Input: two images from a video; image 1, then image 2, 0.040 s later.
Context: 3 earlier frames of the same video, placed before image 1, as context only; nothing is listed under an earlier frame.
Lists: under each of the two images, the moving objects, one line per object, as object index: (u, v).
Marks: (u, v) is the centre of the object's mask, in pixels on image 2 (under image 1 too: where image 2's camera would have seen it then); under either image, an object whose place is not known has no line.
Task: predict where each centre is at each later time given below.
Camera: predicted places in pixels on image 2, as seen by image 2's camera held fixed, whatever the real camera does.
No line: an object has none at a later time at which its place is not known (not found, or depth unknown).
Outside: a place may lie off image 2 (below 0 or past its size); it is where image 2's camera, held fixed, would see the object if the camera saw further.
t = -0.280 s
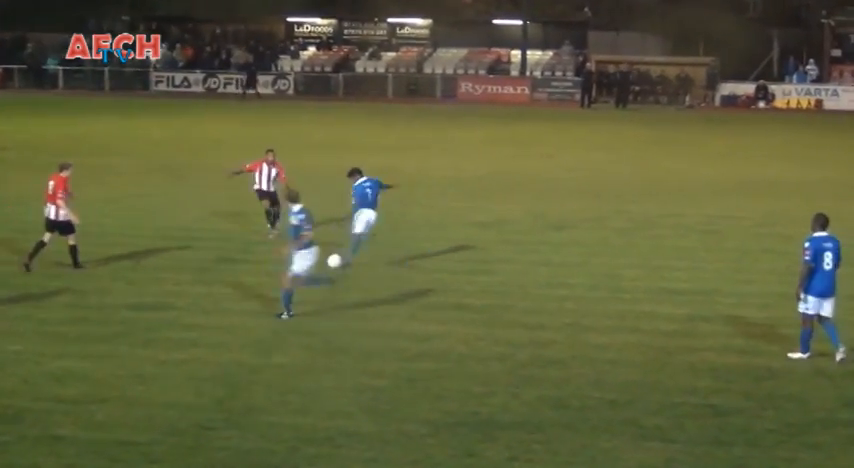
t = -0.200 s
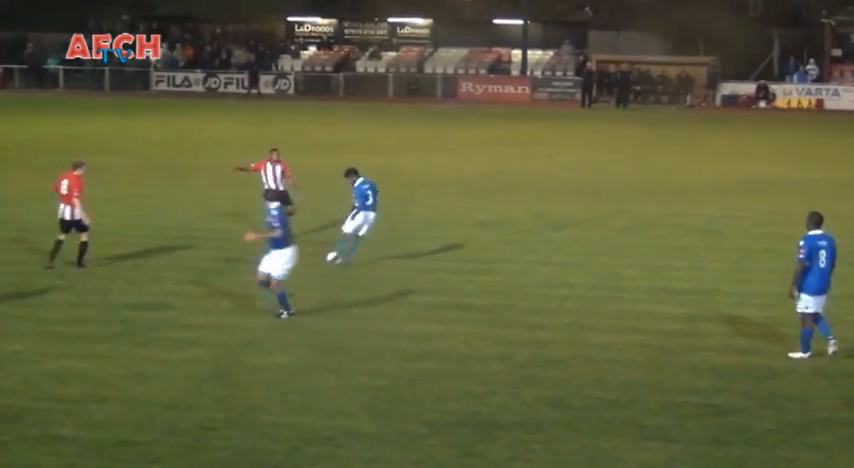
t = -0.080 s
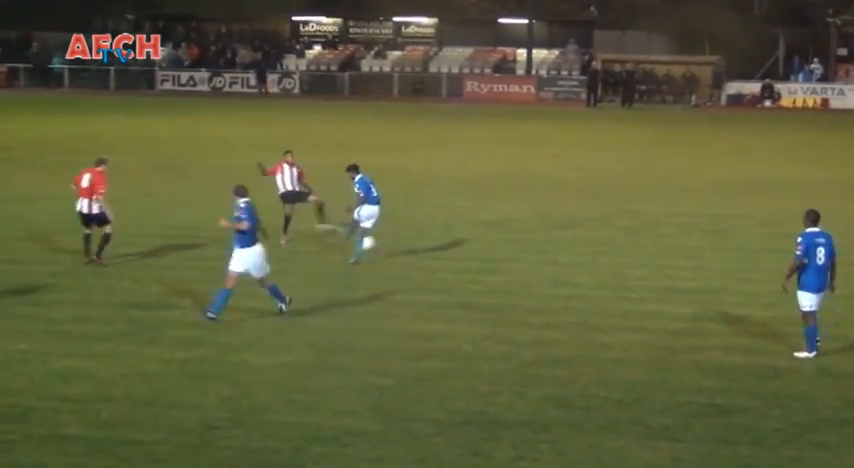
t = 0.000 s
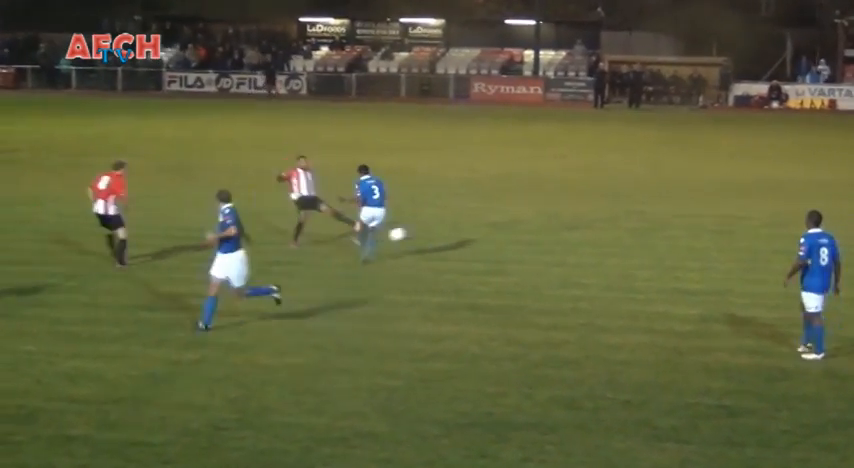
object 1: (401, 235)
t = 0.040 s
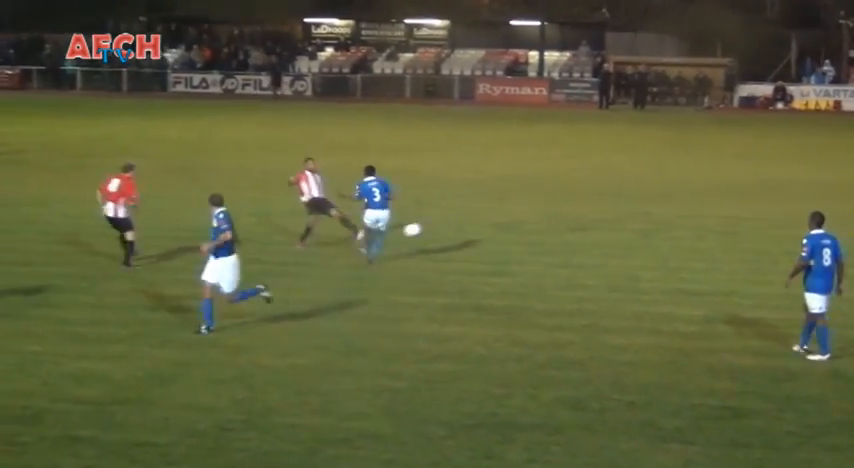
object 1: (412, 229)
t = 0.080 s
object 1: (424, 225)
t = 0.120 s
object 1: (435, 222)
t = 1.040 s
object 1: (584, 178)
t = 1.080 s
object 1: (587, 179)
